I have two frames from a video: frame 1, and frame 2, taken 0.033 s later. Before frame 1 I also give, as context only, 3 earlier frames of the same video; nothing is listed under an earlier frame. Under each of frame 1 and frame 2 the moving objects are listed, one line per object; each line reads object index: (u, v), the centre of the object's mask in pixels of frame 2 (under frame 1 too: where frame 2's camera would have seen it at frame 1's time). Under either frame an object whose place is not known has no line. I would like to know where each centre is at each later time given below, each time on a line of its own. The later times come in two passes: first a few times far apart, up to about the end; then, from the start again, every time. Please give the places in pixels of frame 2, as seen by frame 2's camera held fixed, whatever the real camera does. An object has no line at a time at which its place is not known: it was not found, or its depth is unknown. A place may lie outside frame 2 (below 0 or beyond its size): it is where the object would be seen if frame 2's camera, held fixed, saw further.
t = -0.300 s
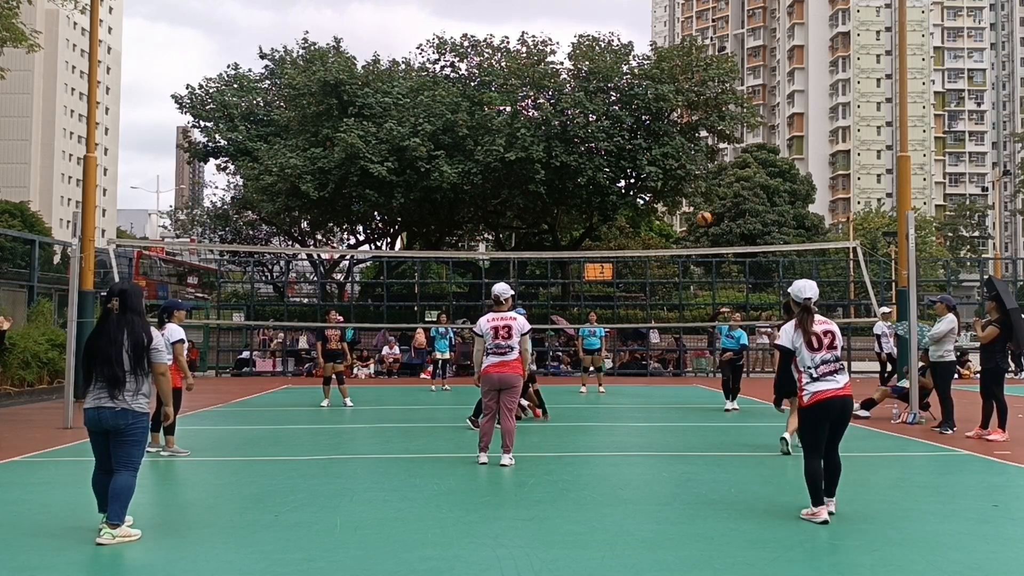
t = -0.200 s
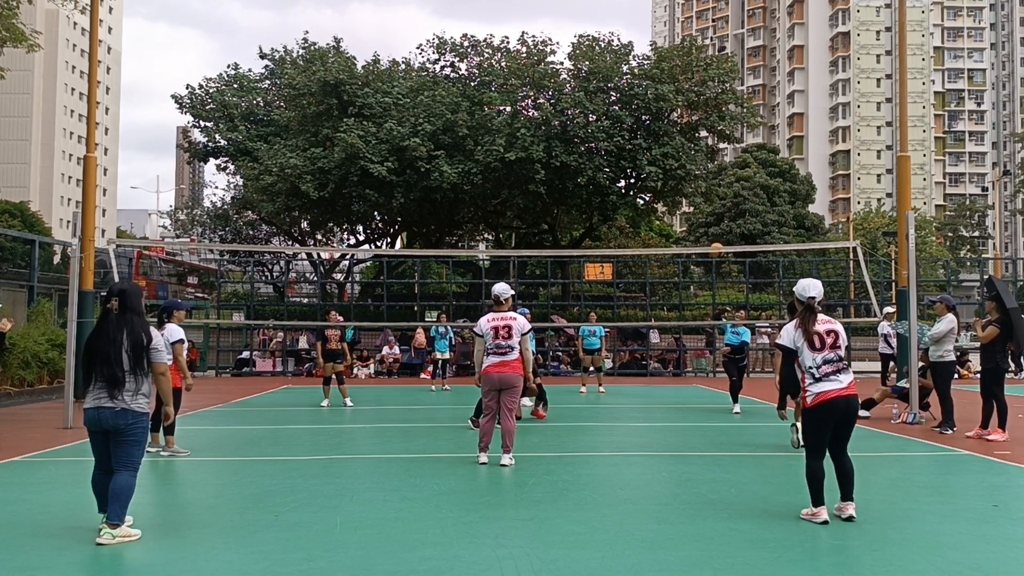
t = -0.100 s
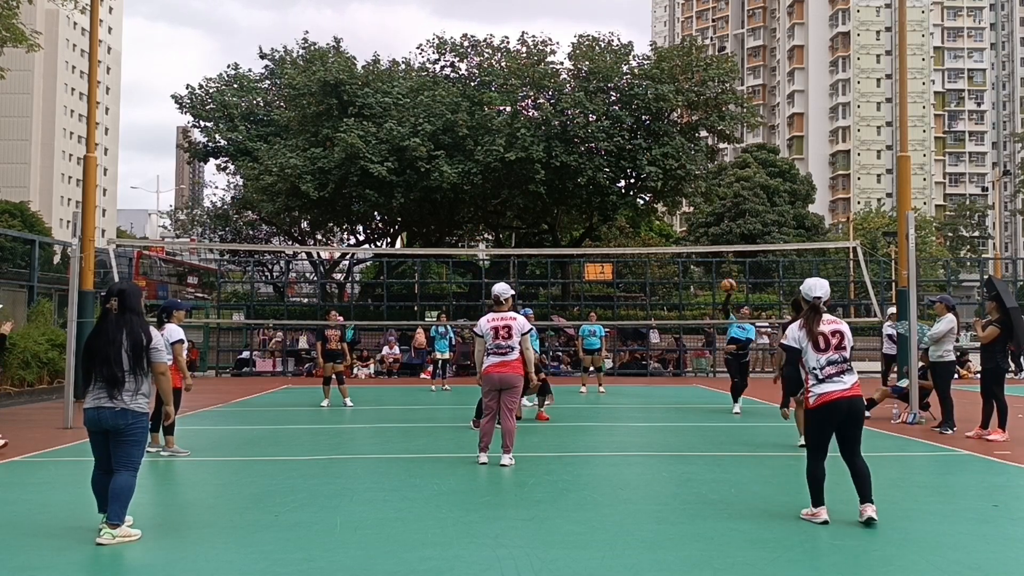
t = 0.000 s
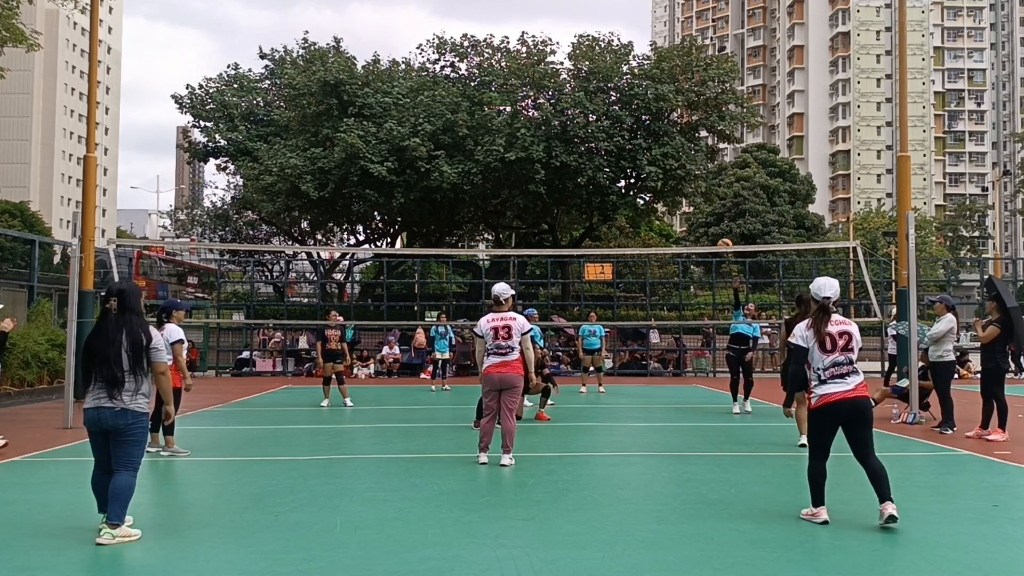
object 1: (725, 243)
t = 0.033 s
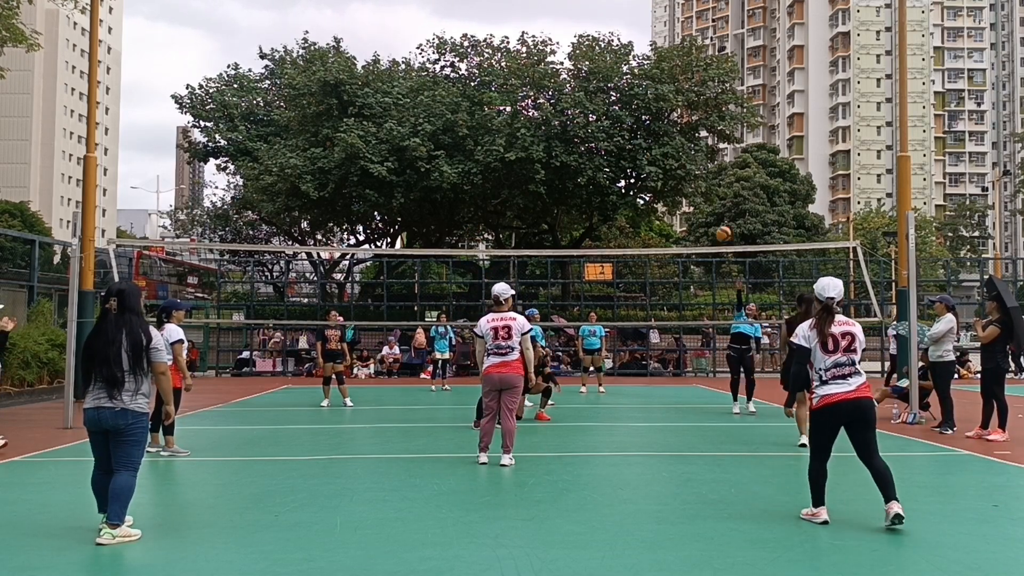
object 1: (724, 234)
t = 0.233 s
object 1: (717, 174)
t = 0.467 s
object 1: (707, 137)
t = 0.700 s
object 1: (694, 138)
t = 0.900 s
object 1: (683, 178)
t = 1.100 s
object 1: (673, 259)
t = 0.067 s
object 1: (722, 222)
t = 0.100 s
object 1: (721, 211)
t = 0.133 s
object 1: (720, 201)
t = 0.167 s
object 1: (719, 192)
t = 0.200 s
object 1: (717, 183)
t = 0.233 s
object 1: (717, 174)
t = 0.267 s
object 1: (715, 167)
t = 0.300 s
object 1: (714, 160)
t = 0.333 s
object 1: (712, 153)
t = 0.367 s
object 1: (711, 149)
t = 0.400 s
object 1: (709, 144)
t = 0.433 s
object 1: (708, 140)
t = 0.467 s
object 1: (707, 137)
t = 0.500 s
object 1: (705, 134)
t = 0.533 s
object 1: (703, 132)
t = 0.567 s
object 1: (701, 132)
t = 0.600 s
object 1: (700, 132)
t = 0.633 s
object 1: (698, 133)
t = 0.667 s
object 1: (697, 135)
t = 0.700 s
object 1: (694, 138)
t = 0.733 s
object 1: (692, 141)
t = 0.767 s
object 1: (691, 147)
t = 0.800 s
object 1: (689, 153)
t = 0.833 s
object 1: (687, 160)
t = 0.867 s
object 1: (685, 169)
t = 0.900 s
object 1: (683, 178)
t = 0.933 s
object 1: (681, 189)
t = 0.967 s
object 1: (680, 200)
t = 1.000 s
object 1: (678, 213)
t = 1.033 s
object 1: (676, 227)
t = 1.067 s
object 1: (674, 243)
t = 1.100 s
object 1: (673, 259)
